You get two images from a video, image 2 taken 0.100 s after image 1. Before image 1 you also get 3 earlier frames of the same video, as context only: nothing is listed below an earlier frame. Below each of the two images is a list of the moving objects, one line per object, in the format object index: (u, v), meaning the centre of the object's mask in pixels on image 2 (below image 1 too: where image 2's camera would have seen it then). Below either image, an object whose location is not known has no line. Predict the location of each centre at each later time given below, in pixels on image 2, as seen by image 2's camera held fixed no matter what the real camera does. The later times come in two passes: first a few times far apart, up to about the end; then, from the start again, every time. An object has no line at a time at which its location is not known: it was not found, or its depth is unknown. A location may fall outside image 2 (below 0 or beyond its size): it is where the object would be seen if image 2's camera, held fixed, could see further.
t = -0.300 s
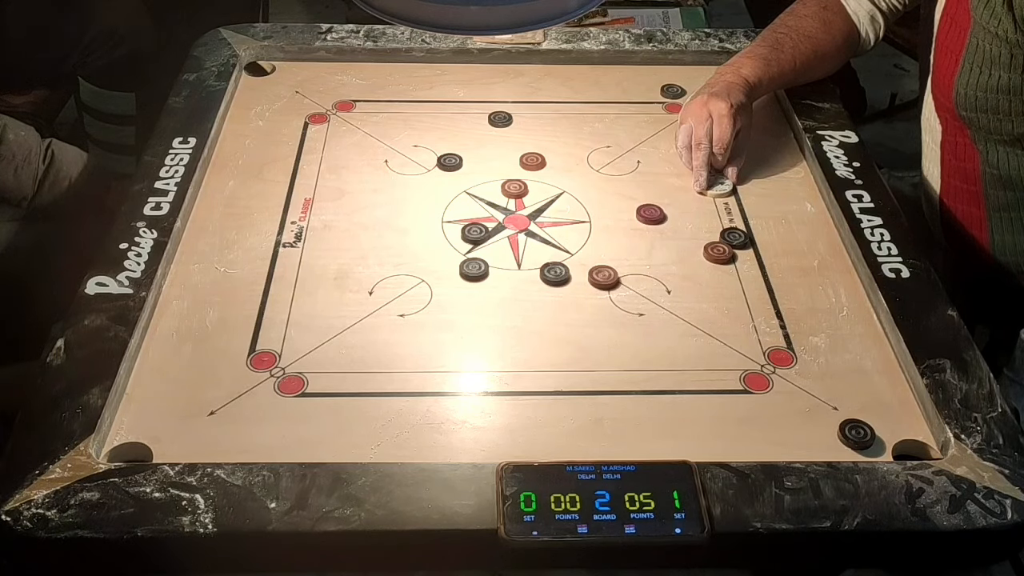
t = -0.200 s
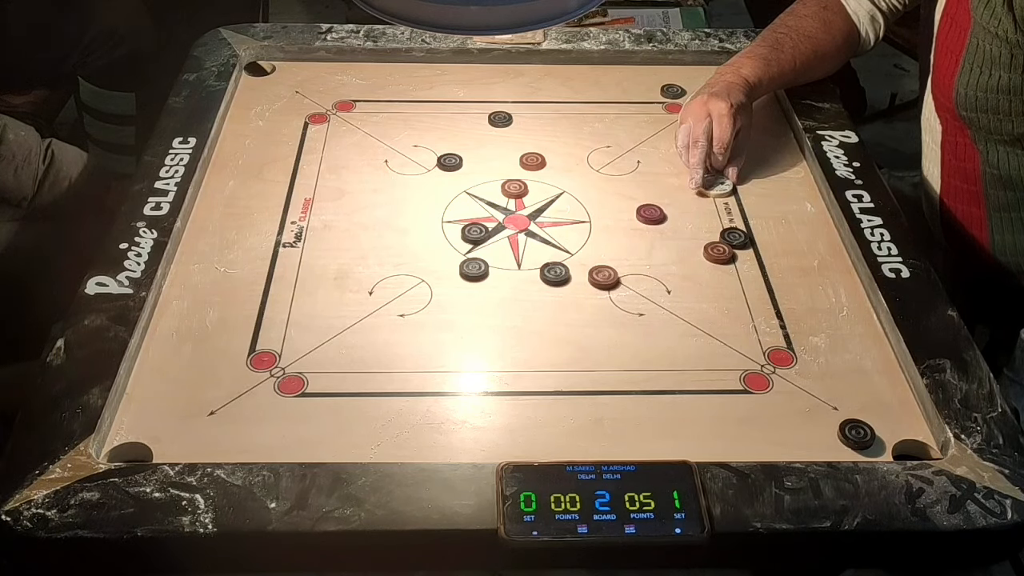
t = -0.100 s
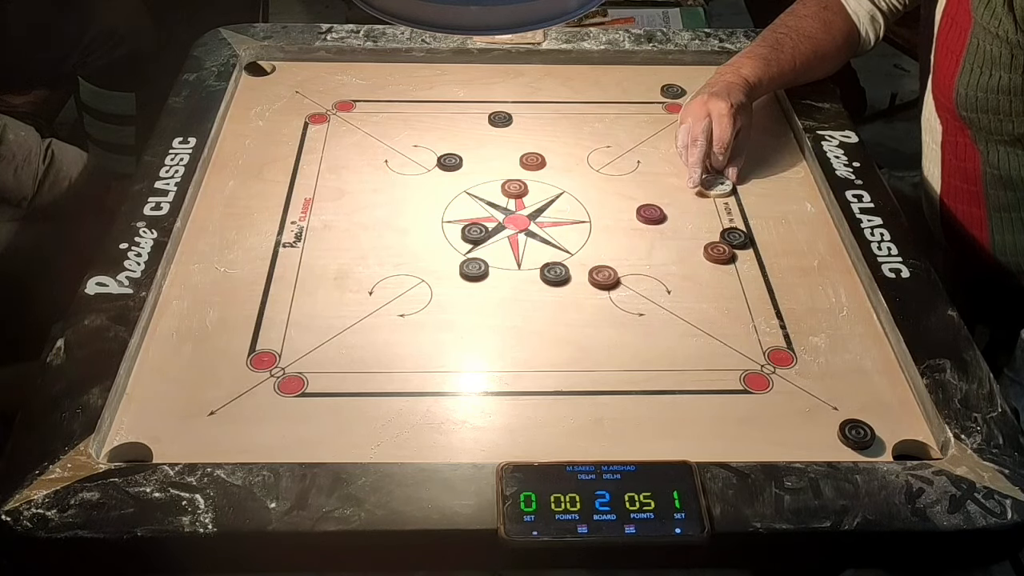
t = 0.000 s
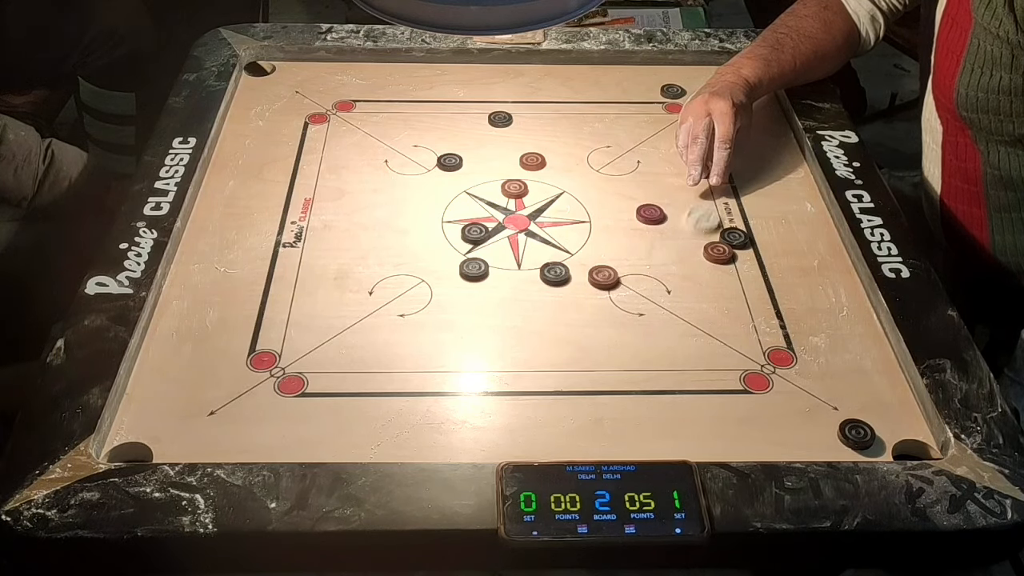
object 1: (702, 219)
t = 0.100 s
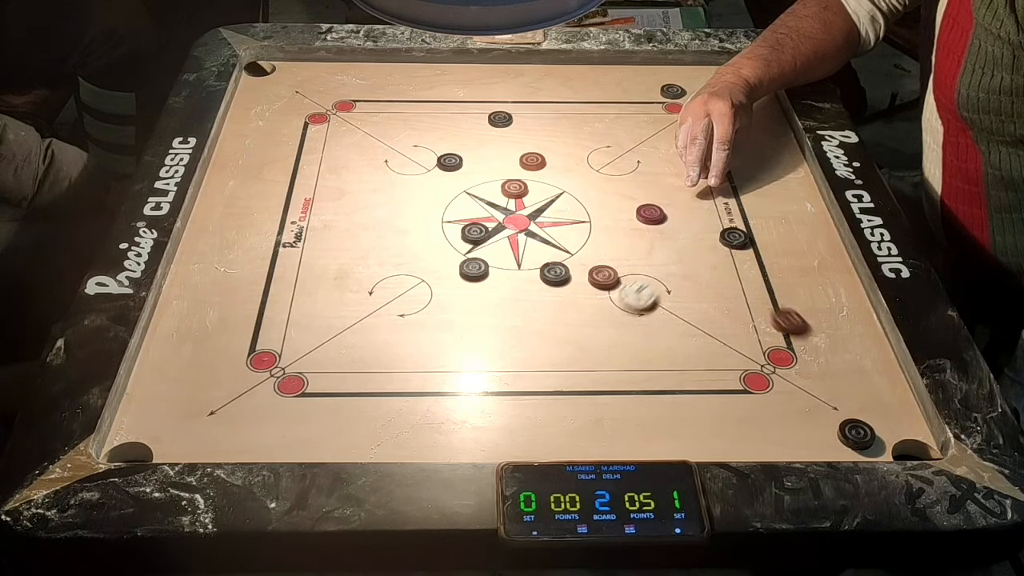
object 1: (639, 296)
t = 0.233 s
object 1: (536, 403)
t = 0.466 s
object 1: (404, 365)
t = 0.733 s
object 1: (338, 276)
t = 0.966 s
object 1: (319, 241)
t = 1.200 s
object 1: (315, 227)
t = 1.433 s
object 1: (315, 226)
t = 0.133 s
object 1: (613, 323)
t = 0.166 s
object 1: (589, 349)
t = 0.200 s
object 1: (562, 375)
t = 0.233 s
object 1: (536, 403)
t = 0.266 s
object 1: (509, 430)
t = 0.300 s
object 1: (482, 449)
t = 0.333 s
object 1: (461, 440)
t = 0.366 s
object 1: (445, 420)
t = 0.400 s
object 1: (430, 400)
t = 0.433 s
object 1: (416, 382)
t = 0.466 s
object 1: (404, 365)
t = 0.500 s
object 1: (392, 351)
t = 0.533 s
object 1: (382, 337)
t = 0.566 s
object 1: (372, 324)
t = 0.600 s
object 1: (364, 313)
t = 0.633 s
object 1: (356, 302)
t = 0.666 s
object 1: (349, 293)
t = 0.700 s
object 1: (343, 283)
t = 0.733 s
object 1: (338, 276)
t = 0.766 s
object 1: (333, 269)
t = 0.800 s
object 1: (329, 262)
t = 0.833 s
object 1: (326, 257)
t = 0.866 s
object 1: (323, 252)
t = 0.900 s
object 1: (322, 248)
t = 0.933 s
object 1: (320, 244)
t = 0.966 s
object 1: (319, 241)
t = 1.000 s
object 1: (318, 238)
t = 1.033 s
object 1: (316, 236)
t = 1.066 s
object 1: (315, 233)
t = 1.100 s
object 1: (315, 231)
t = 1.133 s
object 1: (315, 229)
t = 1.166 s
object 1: (315, 228)
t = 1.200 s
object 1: (315, 227)
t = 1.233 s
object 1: (315, 226)
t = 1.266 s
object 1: (315, 226)
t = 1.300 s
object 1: (315, 226)
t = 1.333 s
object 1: (315, 226)
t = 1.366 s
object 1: (315, 226)
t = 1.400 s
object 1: (315, 226)
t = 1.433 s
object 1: (315, 226)
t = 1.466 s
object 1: (315, 226)
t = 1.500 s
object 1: (315, 226)
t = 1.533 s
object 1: (315, 226)
